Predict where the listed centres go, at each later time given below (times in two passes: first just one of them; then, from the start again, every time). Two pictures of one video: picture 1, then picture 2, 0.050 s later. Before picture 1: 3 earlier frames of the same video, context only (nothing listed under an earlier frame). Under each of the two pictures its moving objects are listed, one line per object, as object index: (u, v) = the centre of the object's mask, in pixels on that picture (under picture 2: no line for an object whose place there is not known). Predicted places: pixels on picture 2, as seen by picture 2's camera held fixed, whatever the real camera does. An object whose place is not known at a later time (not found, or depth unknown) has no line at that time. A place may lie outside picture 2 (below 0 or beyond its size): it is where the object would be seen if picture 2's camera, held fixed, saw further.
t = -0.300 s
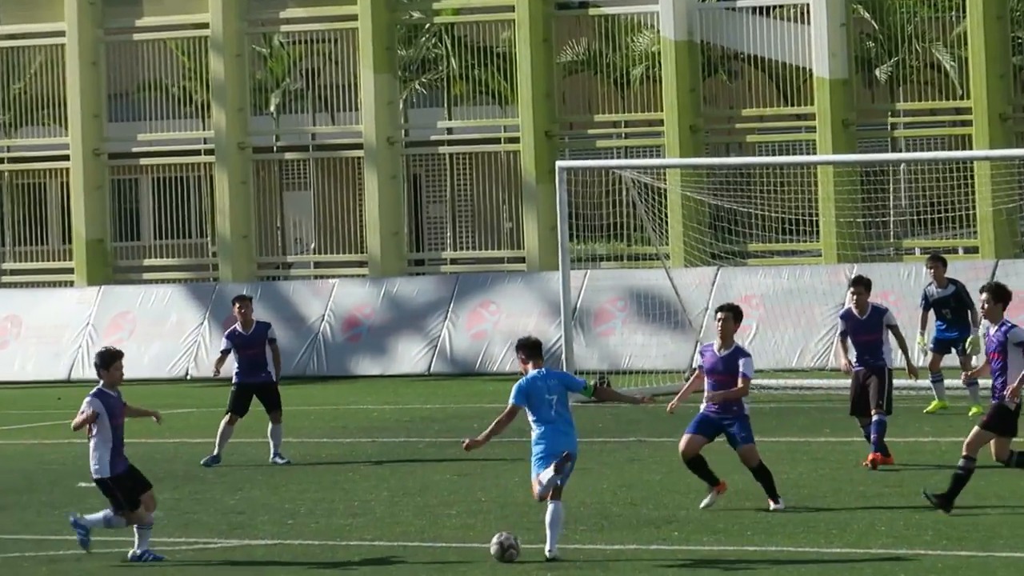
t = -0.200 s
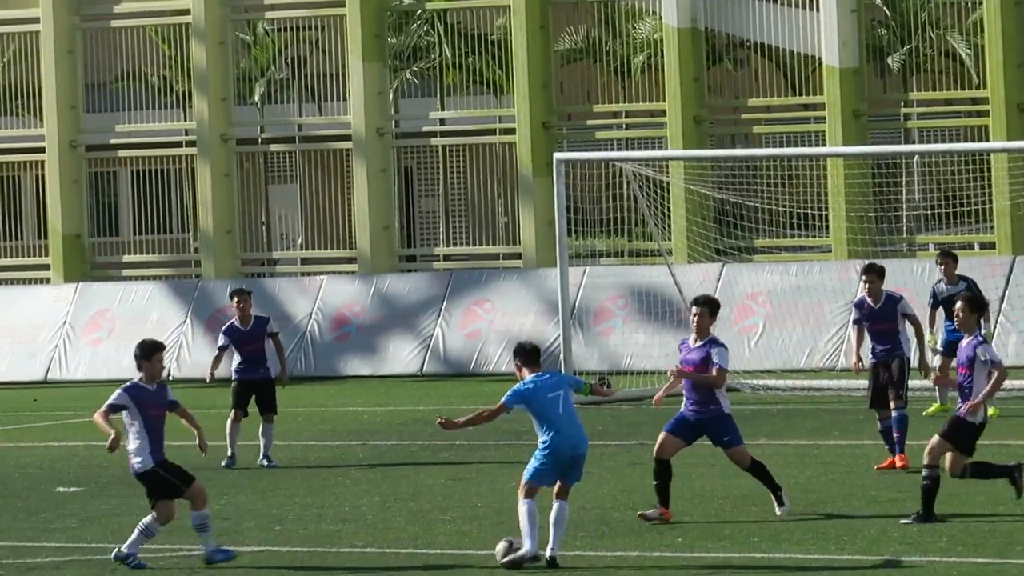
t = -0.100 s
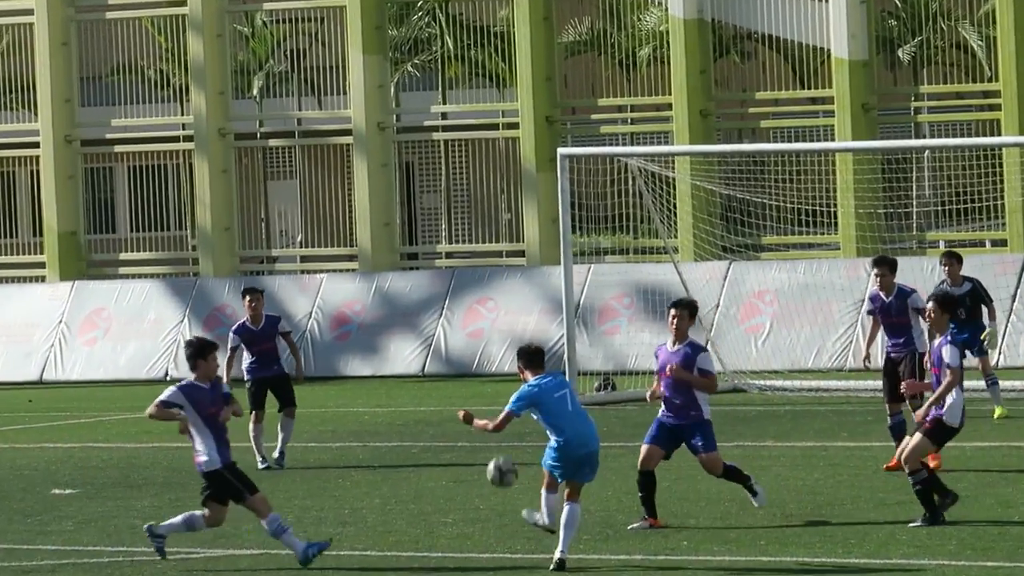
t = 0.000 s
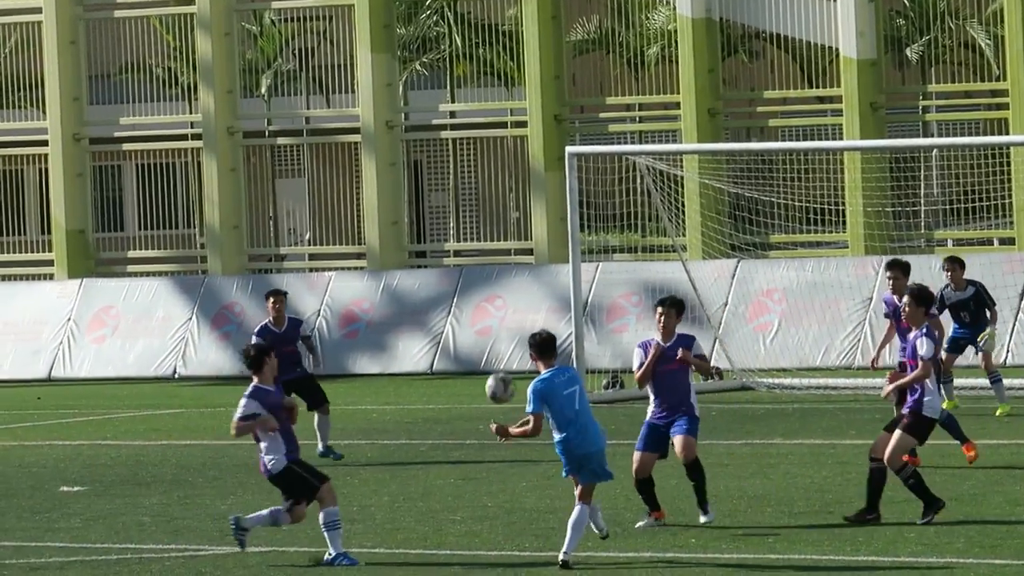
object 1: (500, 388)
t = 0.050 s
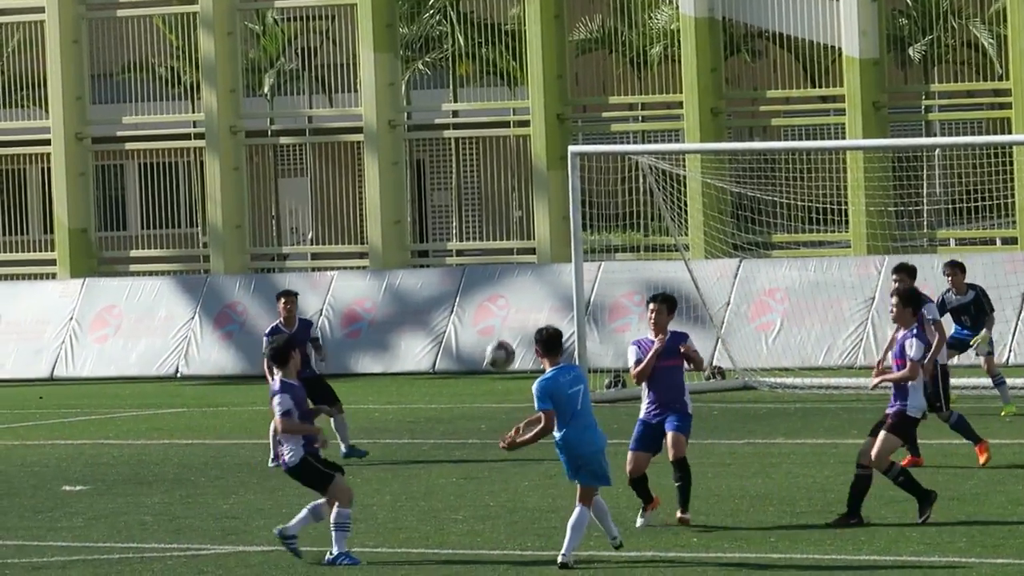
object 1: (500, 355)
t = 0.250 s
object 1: (504, 274)
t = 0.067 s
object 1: (499, 345)
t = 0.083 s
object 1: (499, 335)
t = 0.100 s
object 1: (499, 327)
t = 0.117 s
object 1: (499, 319)
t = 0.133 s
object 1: (499, 312)
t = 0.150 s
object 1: (500, 305)
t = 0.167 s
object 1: (500, 299)
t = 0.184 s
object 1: (501, 293)
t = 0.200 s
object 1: (501, 287)
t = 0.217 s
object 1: (501, 283)
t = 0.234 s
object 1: (502, 278)
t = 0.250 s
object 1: (504, 274)
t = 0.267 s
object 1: (504, 270)
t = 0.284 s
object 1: (505, 267)
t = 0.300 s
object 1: (507, 264)
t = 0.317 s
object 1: (509, 261)
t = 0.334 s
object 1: (511, 260)
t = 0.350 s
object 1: (512, 258)
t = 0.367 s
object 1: (514, 258)
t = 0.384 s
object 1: (516, 257)
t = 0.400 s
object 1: (518, 257)
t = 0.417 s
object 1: (520, 257)
